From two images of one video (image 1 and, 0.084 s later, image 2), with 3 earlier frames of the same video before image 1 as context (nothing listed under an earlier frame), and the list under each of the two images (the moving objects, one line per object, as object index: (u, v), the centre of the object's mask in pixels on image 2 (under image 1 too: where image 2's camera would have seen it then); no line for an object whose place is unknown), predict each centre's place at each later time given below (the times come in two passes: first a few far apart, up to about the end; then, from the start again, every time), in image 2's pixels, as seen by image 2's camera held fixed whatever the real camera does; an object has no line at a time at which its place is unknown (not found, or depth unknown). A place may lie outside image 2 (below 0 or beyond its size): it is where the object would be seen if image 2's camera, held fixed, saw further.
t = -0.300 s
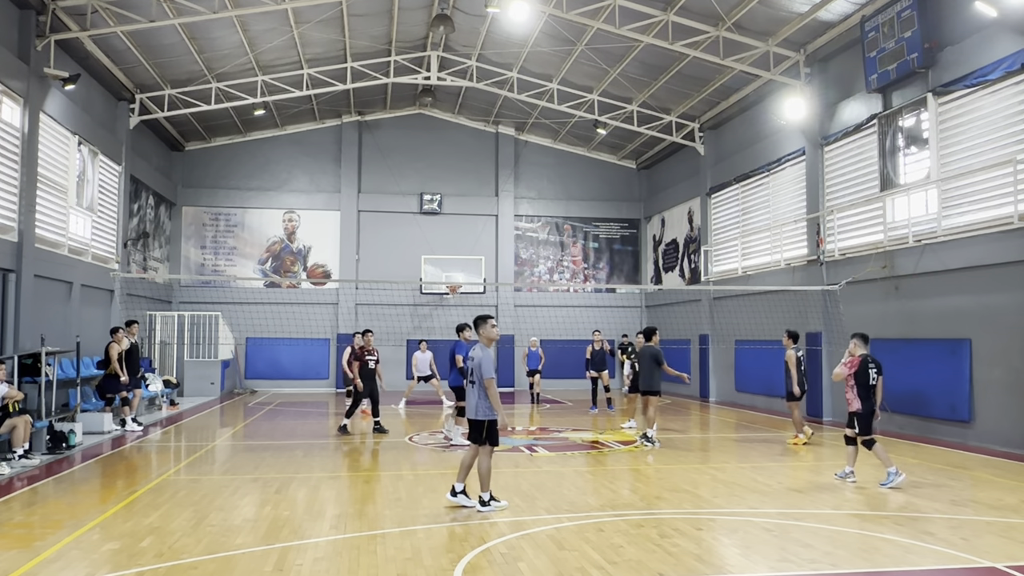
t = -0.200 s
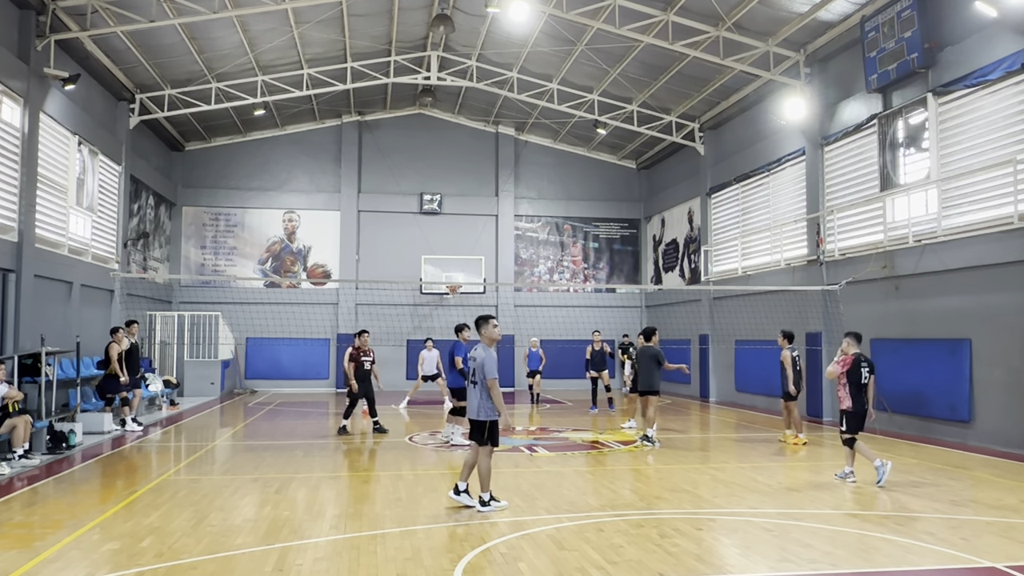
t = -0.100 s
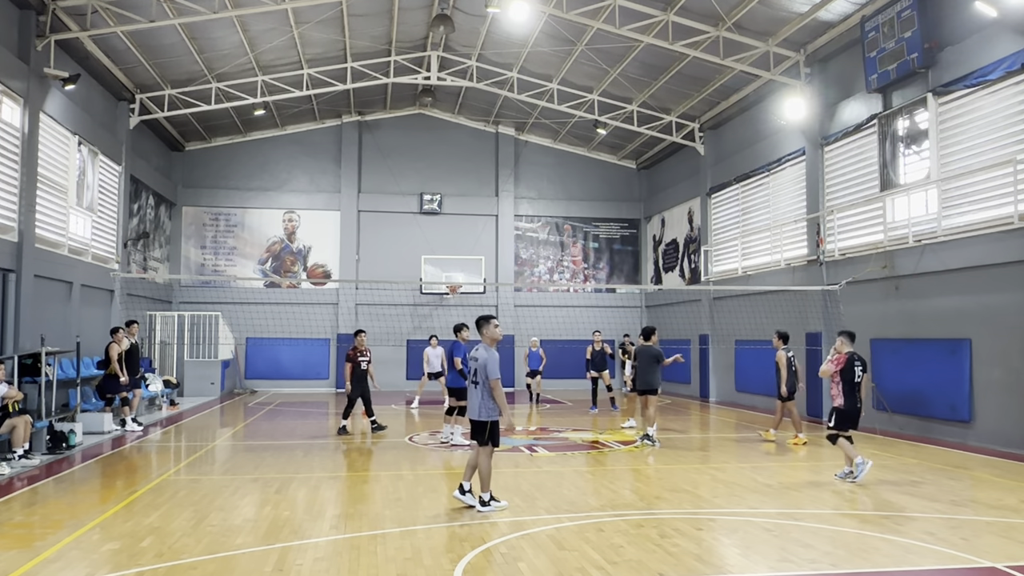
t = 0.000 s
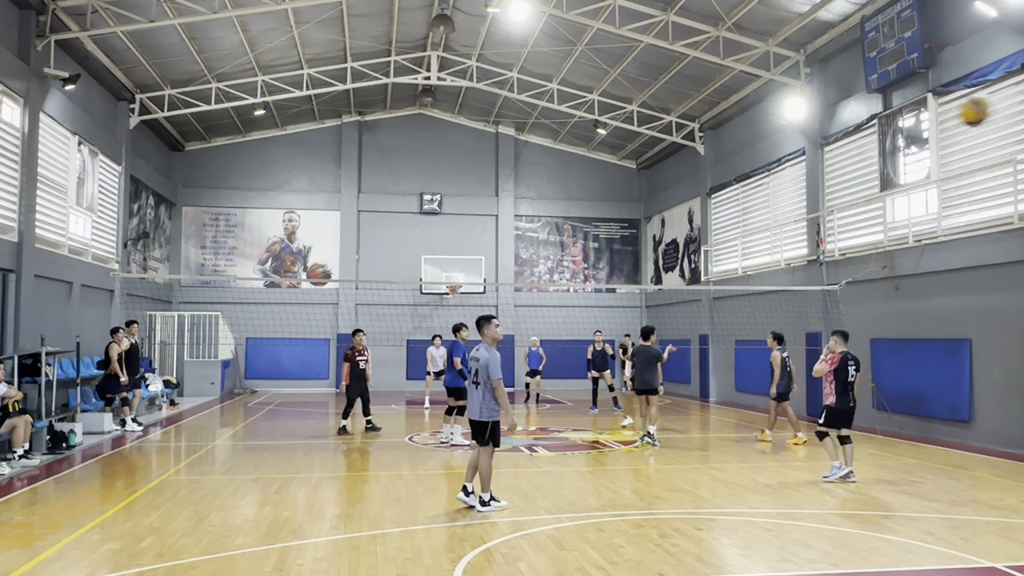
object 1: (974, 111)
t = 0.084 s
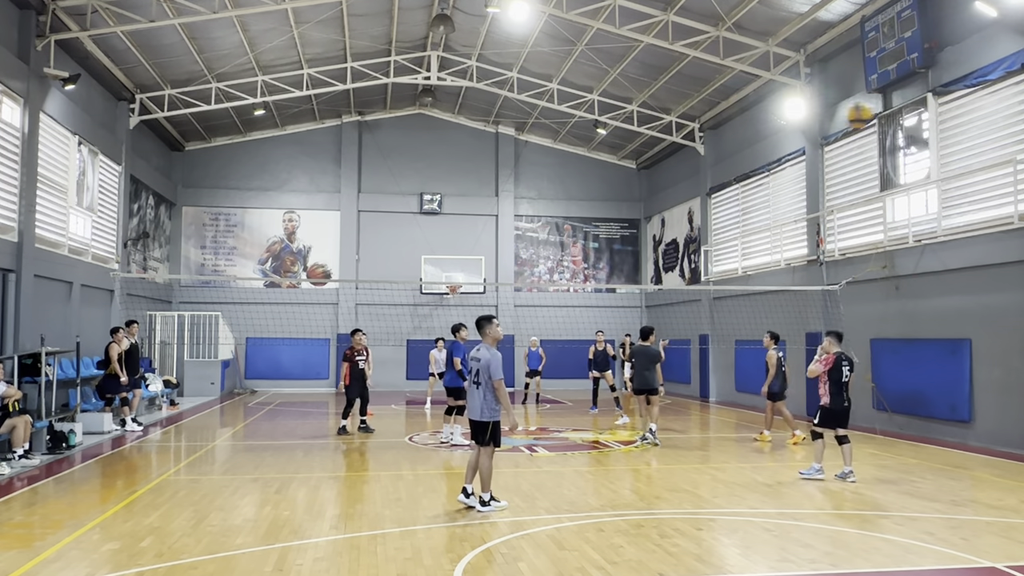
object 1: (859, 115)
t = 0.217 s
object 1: (745, 129)
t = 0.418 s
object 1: (650, 161)
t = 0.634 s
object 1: (595, 205)
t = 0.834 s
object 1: (563, 254)
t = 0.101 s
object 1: (838, 115)
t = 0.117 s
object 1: (825, 116)
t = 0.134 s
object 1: (814, 118)
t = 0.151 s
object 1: (793, 126)
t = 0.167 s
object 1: (776, 123)
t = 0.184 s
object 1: (766, 125)
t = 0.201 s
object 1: (756, 126)
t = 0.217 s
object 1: (745, 129)
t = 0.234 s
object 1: (735, 131)
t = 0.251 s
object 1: (724, 133)
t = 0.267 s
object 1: (715, 136)
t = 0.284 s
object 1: (707, 138)
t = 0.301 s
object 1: (699, 141)
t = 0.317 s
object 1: (690, 143)
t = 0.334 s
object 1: (682, 146)
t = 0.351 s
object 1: (675, 149)
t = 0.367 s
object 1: (669, 152)
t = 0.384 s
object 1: (661, 155)
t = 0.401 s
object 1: (655, 158)
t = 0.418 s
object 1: (650, 161)
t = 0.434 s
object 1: (644, 164)
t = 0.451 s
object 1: (639, 167)
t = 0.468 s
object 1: (635, 169)
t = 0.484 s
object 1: (630, 173)
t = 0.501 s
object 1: (625, 176)
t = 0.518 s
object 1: (621, 180)
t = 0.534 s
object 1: (617, 183)
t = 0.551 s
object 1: (613, 187)
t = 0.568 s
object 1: (609, 190)
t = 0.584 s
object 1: (606, 194)
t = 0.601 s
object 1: (602, 198)
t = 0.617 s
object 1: (599, 202)
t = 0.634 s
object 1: (595, 205)
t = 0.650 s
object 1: (593, 209)
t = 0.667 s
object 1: (589, 213)
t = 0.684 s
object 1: (587, 218)
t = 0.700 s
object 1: (583, 221)
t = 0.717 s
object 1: (581, 225)
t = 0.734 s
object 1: (578, 230)
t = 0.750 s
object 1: (575, 233)
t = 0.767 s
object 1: (573, 237)
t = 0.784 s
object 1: (570, 242)
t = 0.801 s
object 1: (567, 245)
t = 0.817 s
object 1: (565, 250)
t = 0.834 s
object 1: (563, 254)
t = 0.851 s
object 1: (561, 258)
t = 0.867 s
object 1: (559, 262)
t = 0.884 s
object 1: (557, 266)
